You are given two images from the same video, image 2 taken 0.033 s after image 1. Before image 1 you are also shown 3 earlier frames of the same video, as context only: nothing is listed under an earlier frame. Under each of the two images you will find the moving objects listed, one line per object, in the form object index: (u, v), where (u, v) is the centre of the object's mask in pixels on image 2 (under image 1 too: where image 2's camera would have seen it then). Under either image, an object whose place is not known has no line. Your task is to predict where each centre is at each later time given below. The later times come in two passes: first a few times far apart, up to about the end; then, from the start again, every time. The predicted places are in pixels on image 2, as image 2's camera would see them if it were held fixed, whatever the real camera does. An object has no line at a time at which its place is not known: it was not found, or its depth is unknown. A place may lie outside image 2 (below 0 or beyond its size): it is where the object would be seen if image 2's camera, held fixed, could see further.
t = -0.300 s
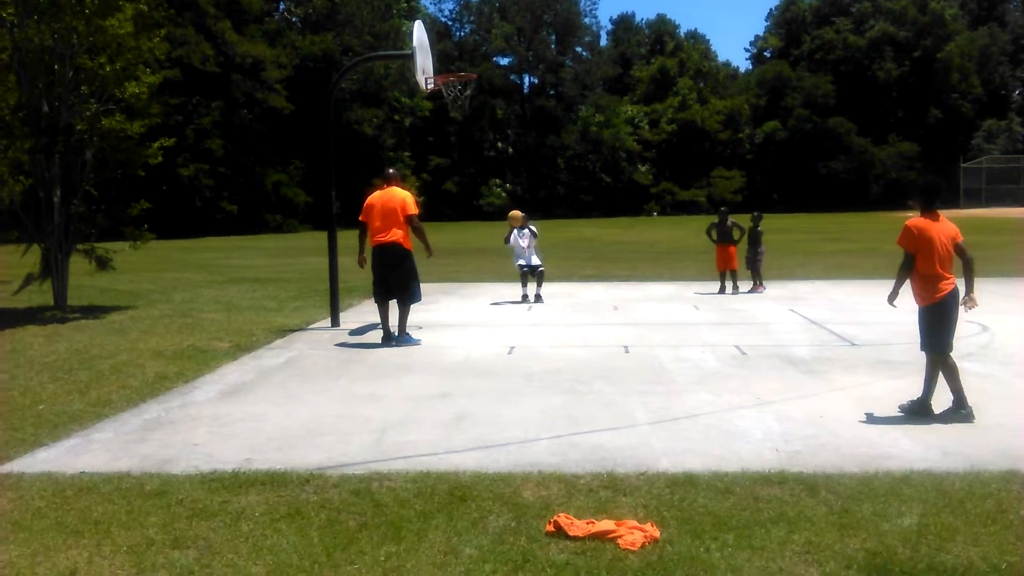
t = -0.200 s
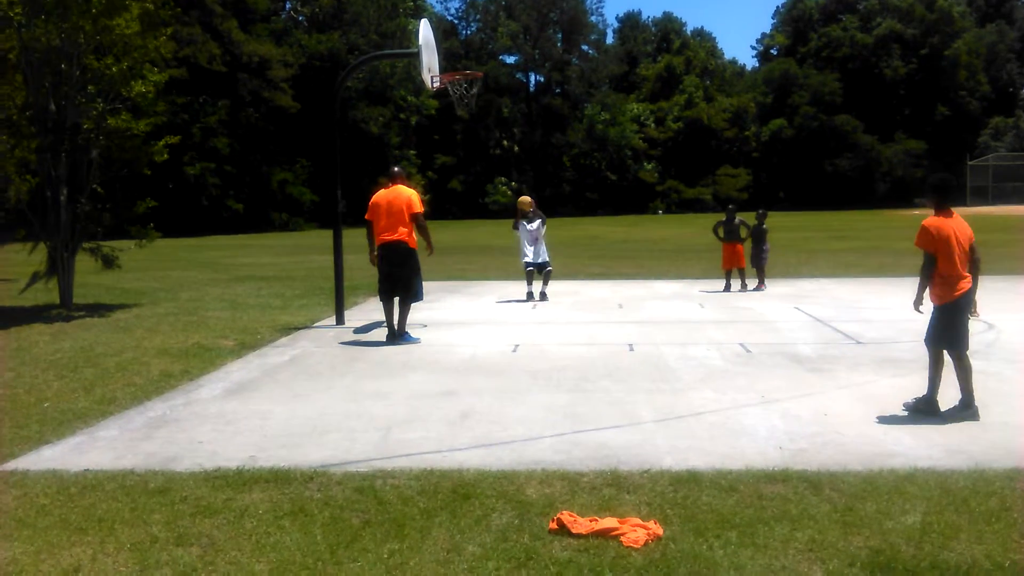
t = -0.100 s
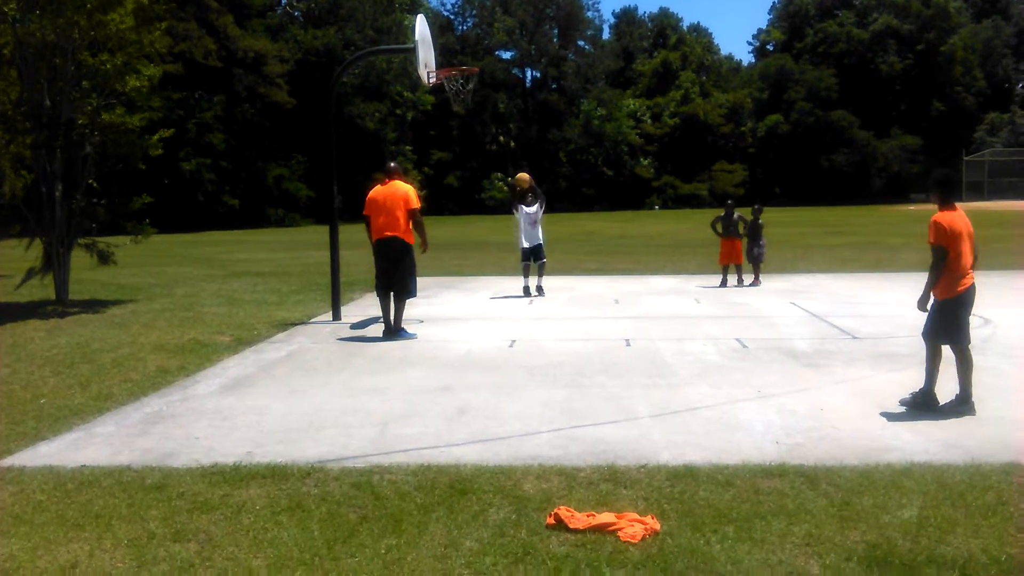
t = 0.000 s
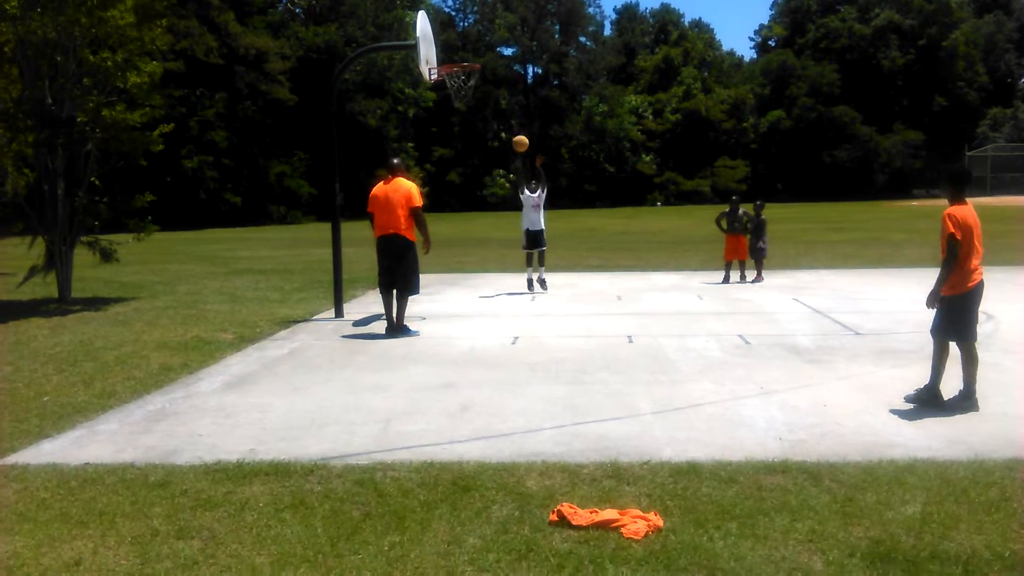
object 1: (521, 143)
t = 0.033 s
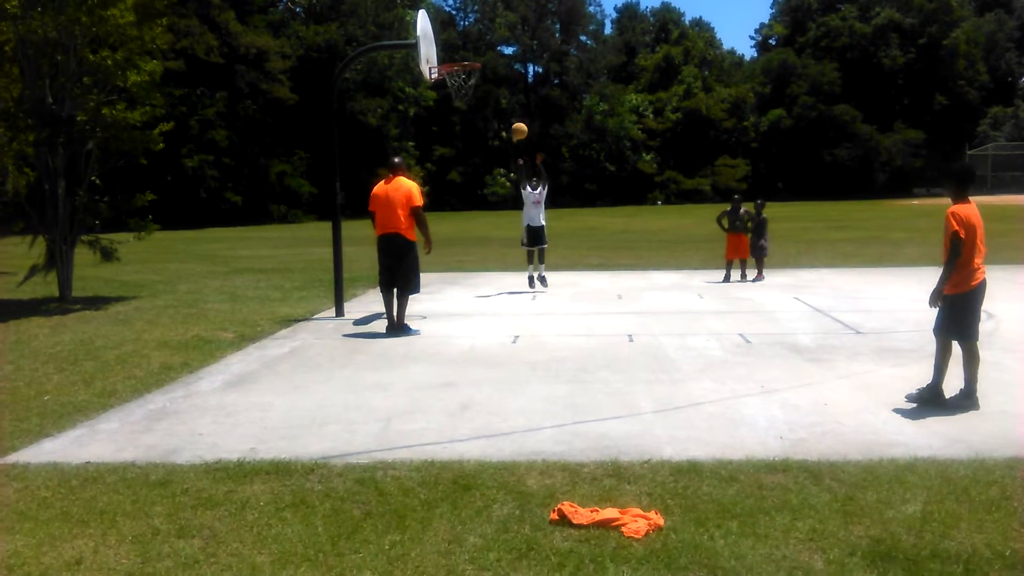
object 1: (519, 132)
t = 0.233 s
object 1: (508, 74)
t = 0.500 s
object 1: (494, 34)
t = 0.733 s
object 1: (481, 40)
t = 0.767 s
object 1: (479, 45)
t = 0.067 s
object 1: (518, 120)
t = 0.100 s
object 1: (516, 110)
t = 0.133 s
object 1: (514, 99)
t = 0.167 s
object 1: (512, 90)
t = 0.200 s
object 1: (510, 82)
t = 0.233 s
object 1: (508, 74)
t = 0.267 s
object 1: (507, 66)
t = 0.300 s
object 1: (506, 60)
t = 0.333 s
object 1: (504, 54)
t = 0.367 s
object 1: (502, 48)
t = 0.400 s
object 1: (500, 44)
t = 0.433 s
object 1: (497, 39)
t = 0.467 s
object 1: (496, 36)
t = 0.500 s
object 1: (494, 34)
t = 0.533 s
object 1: (492, 32)
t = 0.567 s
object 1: (490, 32)
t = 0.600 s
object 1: (488, 32)
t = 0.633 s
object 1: (487, 32)
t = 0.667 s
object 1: (485, 34)
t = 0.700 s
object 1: (484, 37)
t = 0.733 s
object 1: (481, 40)
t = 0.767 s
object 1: (479, 45)
